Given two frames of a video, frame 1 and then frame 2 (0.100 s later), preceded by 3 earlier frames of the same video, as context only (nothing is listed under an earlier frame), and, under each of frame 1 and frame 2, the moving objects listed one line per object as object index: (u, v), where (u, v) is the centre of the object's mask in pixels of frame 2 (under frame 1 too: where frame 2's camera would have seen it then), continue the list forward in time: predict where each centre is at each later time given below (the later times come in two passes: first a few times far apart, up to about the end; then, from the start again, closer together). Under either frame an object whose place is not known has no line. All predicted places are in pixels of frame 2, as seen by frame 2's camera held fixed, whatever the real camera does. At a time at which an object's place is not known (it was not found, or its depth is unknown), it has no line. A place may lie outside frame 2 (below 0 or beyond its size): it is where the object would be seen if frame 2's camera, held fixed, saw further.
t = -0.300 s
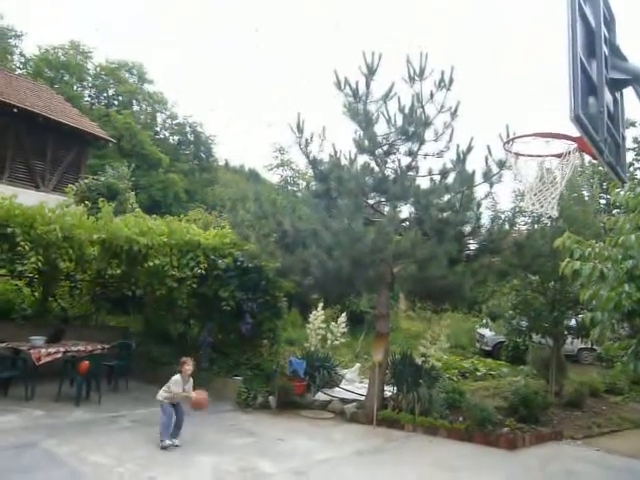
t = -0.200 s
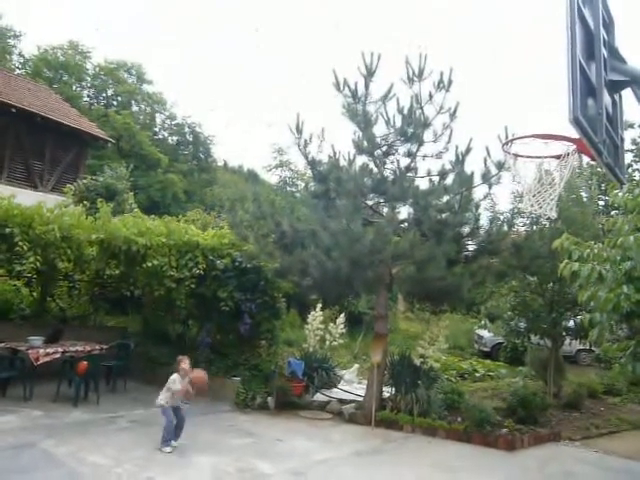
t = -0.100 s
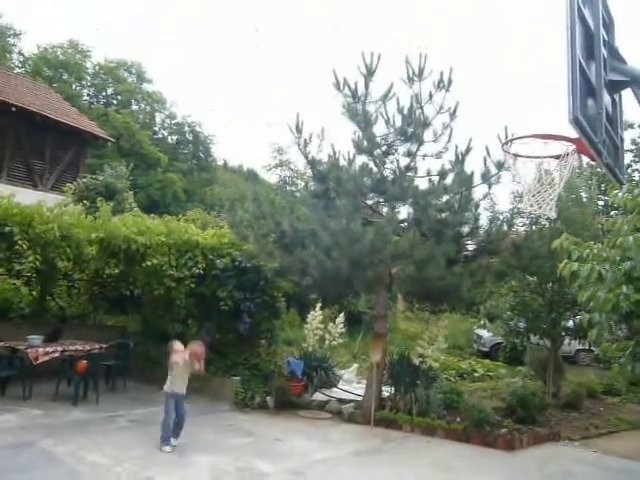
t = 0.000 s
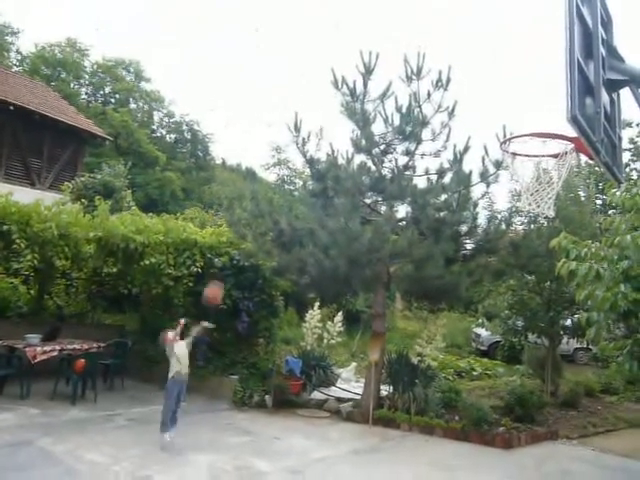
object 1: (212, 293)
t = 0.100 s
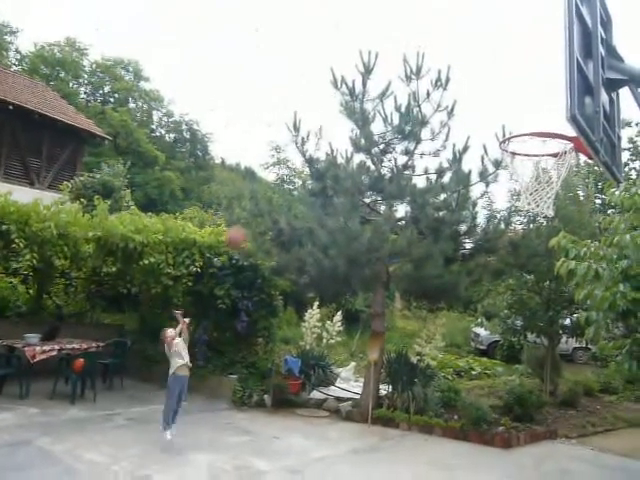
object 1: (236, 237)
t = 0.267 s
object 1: (275, 162)
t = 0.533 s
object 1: (340, 80)
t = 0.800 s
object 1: (415, 60)
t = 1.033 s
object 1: (496, 110)
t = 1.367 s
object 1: (587, 224)
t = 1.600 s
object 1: (623, 350)
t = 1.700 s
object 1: (631, 440)
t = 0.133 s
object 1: (242, 222)
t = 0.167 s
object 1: (251, 204)
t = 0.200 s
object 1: (259, 192)
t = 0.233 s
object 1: (265, 177)
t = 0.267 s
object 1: (275, 162)
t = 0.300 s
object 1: (281, 149)
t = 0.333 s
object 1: (291, 135)
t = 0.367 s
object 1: (298, 124)
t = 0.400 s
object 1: (307, 113)
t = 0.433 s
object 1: (315, 103)
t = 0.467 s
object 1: (324, 95)
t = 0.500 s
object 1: (332, 86)
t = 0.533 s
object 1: (340, 80)
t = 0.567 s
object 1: (349, 74)
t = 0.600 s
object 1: (359, 68)
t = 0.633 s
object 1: (367, 64)
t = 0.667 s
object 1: (376, 60)
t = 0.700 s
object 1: (386, 58)
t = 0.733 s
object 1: (396, 57)
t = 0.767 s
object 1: (407, 58)
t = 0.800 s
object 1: (415, 60)
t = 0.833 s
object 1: (426, 62)
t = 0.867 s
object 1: (438, 65)
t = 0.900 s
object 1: (448, 72)
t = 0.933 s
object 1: (459, 78)
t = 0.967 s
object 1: (471, 87)
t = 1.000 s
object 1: (483, 98)
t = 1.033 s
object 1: (496, 110)
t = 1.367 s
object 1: (587, 224)
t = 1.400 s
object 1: (593, 236)
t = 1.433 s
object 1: (598, 250)
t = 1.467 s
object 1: (605, 267)
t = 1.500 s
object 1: (610, 285)
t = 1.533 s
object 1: (615, 303)
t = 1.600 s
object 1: (623, 350)
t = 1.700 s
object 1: (631, 440)
